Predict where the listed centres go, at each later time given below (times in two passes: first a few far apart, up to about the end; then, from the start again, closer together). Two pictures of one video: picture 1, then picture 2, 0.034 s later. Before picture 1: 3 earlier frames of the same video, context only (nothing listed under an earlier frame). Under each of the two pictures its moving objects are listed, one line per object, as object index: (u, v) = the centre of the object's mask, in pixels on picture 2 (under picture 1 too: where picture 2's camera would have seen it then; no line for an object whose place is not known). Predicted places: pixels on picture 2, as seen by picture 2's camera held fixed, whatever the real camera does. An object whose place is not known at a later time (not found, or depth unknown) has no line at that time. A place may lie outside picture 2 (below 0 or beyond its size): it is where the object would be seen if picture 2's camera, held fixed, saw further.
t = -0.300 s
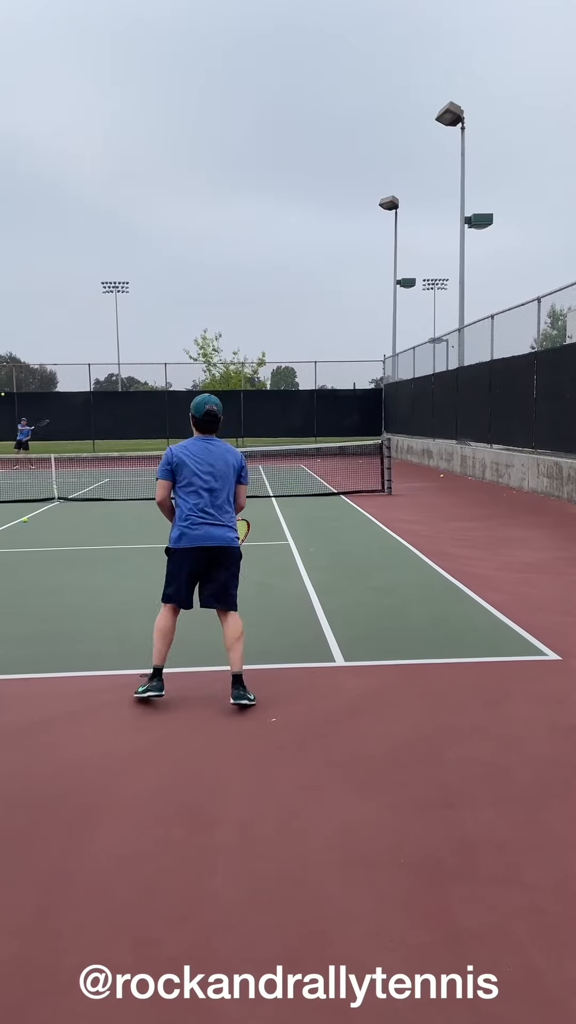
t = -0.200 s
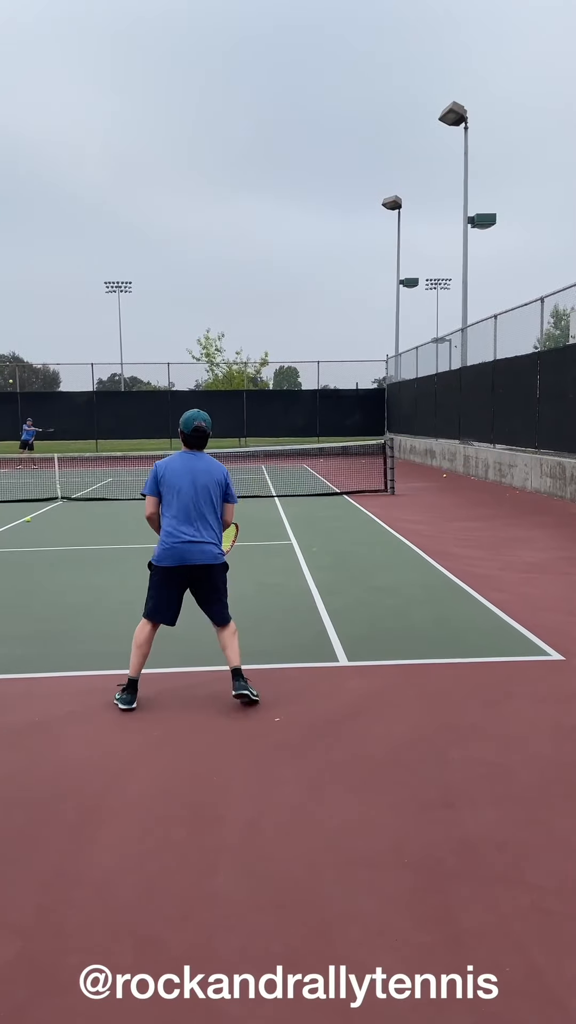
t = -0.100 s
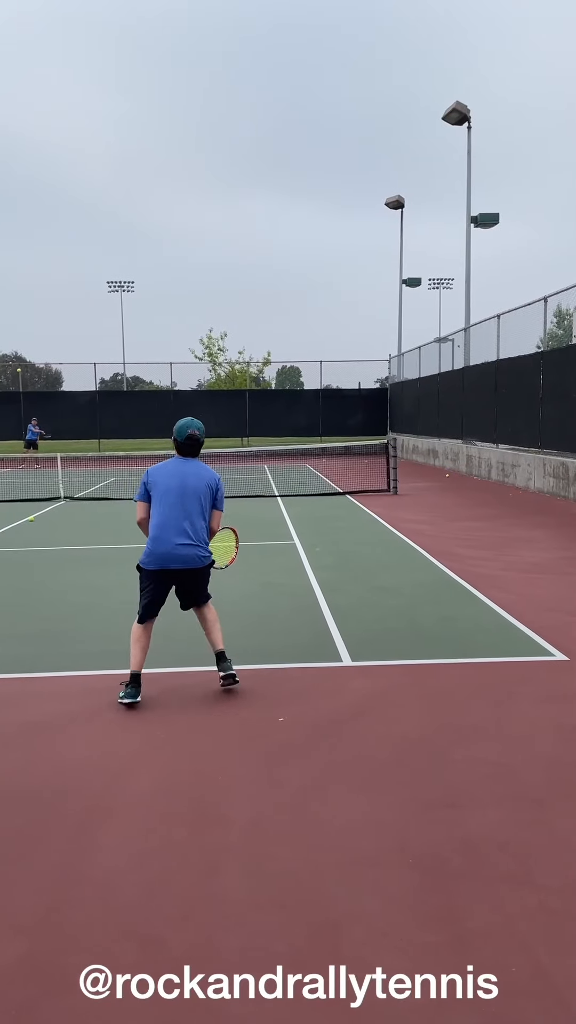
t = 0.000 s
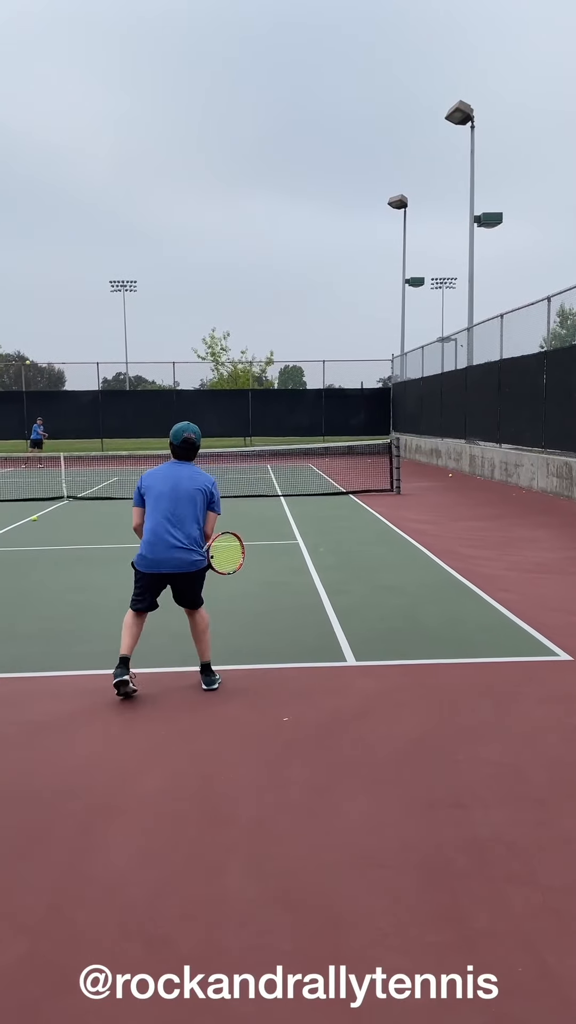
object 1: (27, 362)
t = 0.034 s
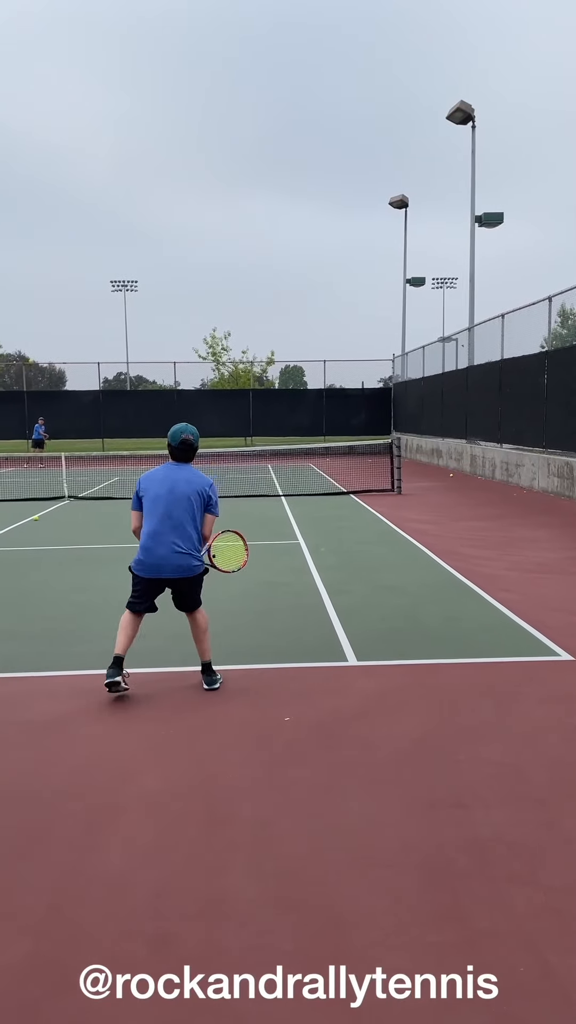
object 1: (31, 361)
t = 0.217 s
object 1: (45, 361)
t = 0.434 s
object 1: (67, 393)
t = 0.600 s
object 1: (90, 459)
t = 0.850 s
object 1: (133, 602)
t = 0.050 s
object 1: (35, 360)
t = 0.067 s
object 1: (39, 359)
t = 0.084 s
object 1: (40, 359)
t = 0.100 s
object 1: (40, 359)
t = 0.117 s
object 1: (39, 359)
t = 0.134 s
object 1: (39, 359)
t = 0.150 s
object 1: (40, 359)
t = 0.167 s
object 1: (40, 359)
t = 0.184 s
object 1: (42, 360)
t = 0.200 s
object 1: (43, 360)
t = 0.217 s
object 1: (45, 361)
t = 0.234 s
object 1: (46, 361)
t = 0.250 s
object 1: (48, 363)
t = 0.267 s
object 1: (50, 365)
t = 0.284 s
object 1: (51, 366)
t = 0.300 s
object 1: (53, 368)
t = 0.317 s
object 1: (55, 370)
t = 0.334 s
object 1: (56, 373)
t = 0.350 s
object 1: (58, 375)
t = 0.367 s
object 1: (59, 378)
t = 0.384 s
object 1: (61, 382)
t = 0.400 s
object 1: (63, 385)
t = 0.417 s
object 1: (65, 389)
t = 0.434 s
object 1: (67, 393)
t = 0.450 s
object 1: (69, 398)
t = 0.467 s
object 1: (71, 403)
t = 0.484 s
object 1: (73, 408)
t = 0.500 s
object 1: (75, 414)
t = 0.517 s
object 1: (77, 420)
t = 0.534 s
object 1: (80, 427)
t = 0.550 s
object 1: (82, 434)
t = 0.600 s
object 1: (90, 459)
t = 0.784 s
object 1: (123, 615)
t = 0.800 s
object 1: (126, 626)
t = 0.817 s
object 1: (128, 618)
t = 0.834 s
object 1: (130, 609)
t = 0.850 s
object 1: (133, 602)
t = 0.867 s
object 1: (135, 594)
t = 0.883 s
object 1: (138, 586)
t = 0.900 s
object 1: (141, 579)
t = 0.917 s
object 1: (143, 572)
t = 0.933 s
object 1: (146, 565)
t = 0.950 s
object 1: (149, 558)
